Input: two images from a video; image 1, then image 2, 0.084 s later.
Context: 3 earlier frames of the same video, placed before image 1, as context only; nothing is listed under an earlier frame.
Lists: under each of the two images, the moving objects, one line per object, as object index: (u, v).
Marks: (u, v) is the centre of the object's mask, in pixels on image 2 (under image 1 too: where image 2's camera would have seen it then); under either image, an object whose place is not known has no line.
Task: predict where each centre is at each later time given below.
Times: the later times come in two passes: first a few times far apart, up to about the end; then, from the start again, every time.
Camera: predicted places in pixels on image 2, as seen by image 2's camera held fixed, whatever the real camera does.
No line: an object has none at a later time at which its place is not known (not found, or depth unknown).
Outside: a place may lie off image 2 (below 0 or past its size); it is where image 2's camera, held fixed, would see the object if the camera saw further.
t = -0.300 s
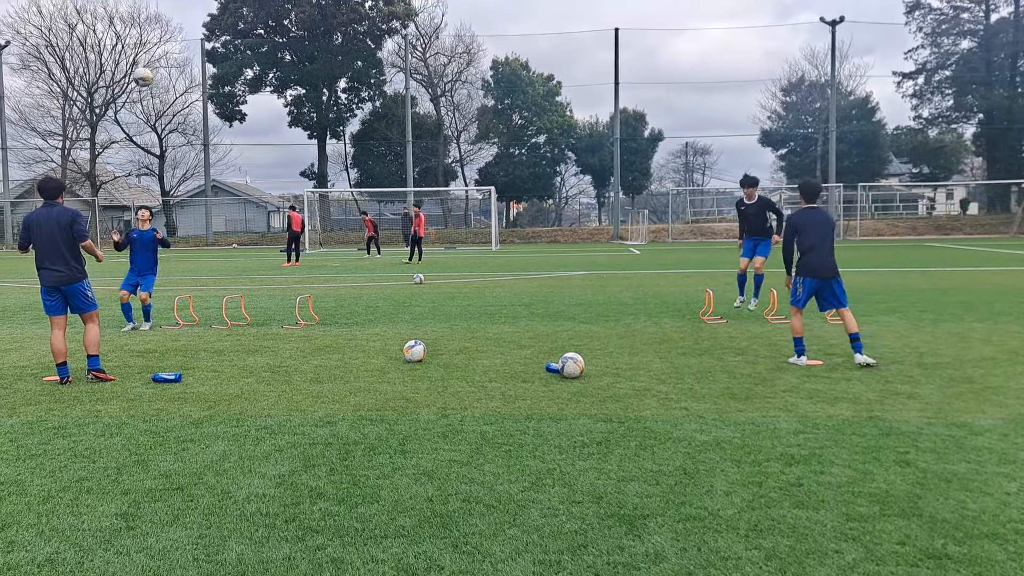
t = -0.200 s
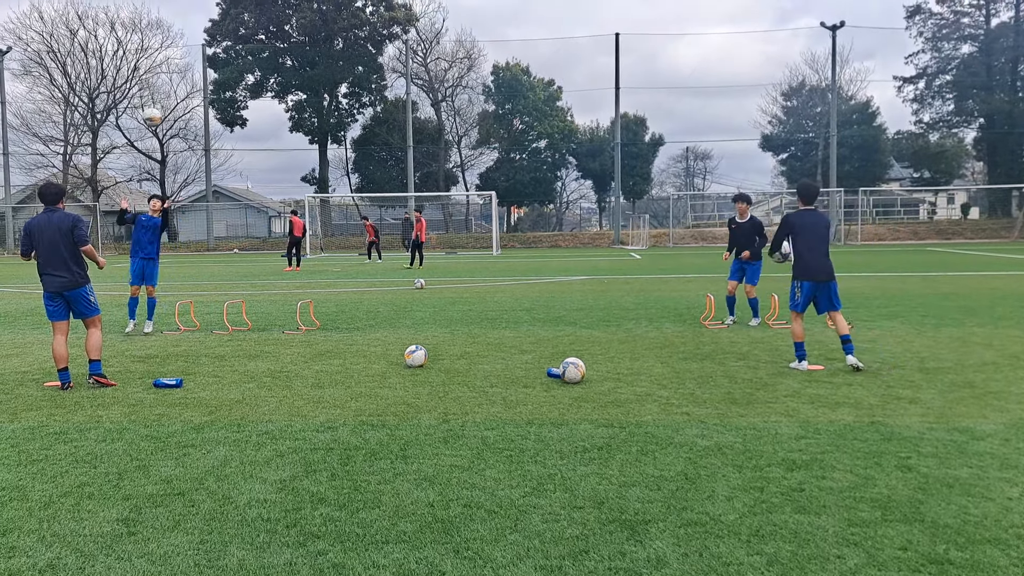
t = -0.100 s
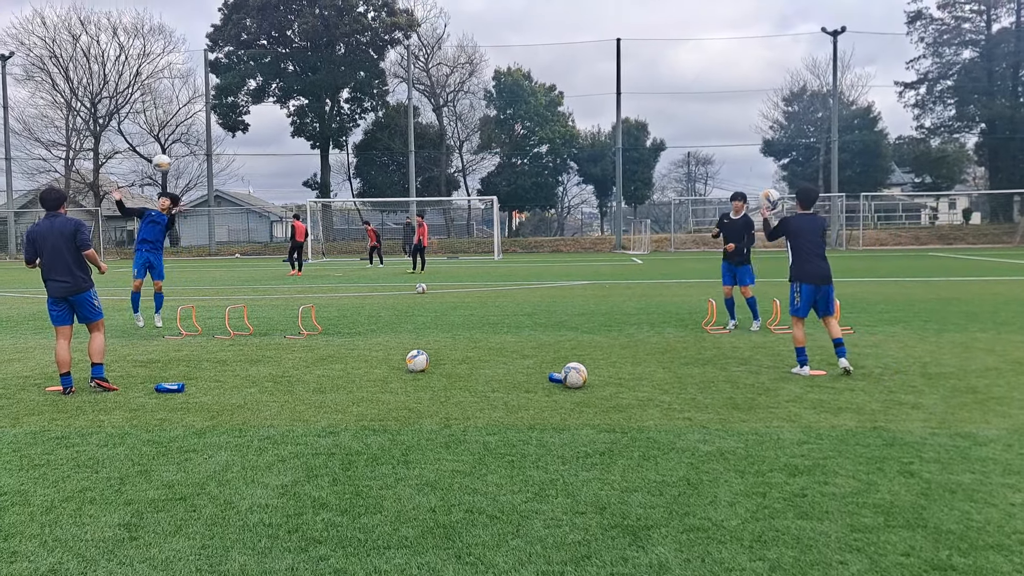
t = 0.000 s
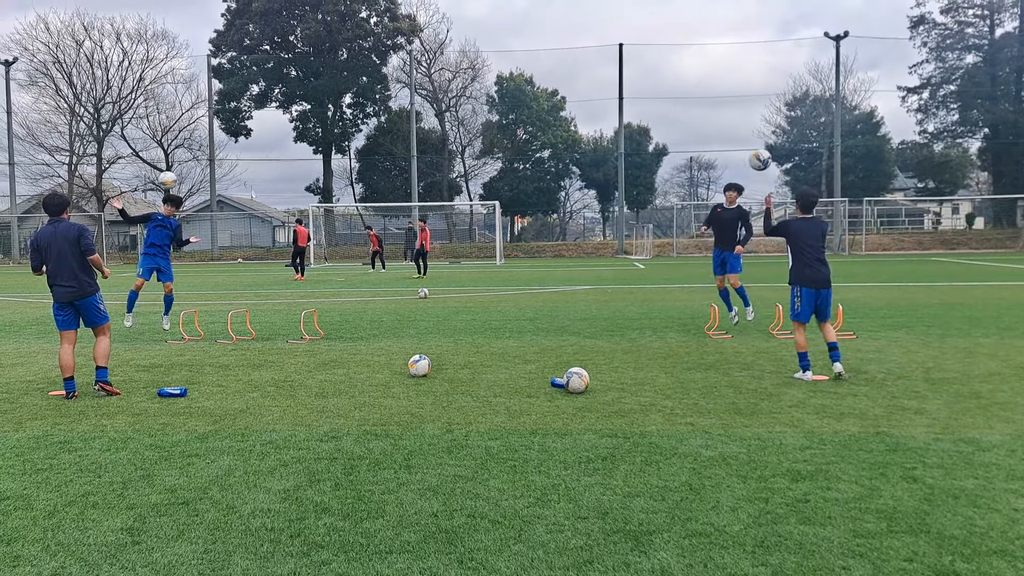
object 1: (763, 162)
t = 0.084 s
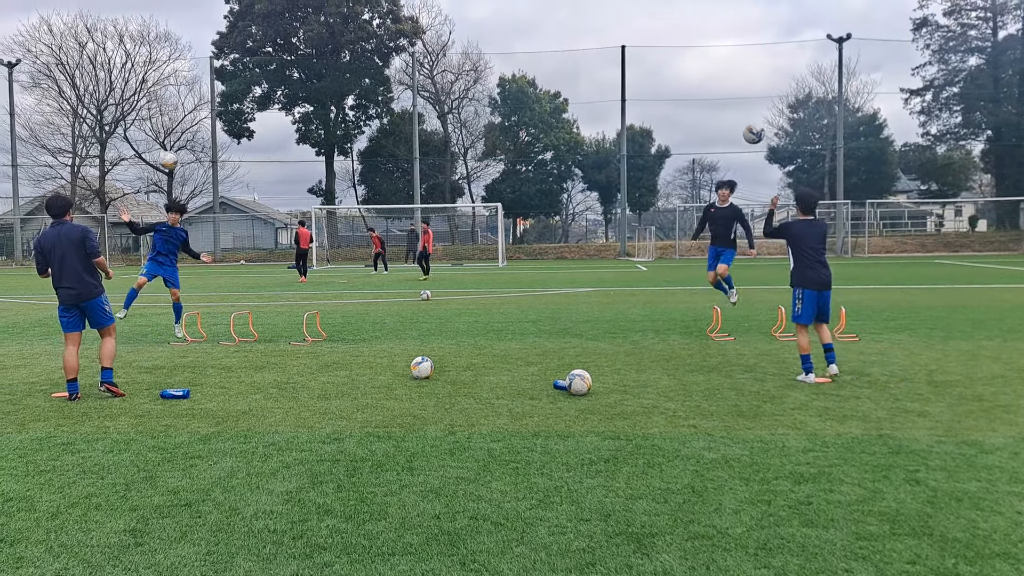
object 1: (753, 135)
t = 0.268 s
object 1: (737, 97)
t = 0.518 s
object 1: (717, 98)
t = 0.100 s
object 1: (752, 130)
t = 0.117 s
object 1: (750, 126)
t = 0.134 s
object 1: (749, 121)
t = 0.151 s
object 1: (747, 117)
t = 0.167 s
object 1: (745, 113)
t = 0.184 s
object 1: (744, 110)
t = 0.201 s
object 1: (743, 107)
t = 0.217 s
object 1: (741, 104)
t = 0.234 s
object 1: (740, 102)
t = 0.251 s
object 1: (738, 99)
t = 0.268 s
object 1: (737, 97)
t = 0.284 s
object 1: (736, 95)
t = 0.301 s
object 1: (734, 93)
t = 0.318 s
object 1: (733, 92)
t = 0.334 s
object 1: (731, 92)
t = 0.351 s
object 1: (730, 91)
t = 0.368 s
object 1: (728, 90)
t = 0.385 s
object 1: (727, 90)
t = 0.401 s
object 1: (726, 90)
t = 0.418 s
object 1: (725, 91)
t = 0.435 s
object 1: (723, 91)
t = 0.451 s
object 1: (722, 92)
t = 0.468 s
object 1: (721, 93)
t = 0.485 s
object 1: (720, 94)
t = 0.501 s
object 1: (718, 96)
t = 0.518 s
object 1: (717, 98)
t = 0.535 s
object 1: (716, 99)
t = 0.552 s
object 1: (715, 102)
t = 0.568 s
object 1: (714, 105)
